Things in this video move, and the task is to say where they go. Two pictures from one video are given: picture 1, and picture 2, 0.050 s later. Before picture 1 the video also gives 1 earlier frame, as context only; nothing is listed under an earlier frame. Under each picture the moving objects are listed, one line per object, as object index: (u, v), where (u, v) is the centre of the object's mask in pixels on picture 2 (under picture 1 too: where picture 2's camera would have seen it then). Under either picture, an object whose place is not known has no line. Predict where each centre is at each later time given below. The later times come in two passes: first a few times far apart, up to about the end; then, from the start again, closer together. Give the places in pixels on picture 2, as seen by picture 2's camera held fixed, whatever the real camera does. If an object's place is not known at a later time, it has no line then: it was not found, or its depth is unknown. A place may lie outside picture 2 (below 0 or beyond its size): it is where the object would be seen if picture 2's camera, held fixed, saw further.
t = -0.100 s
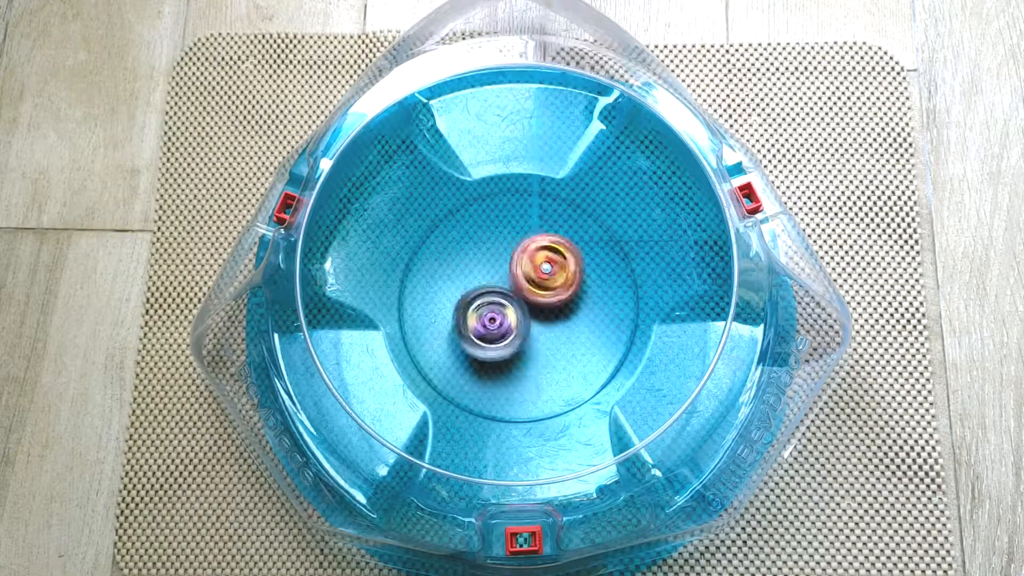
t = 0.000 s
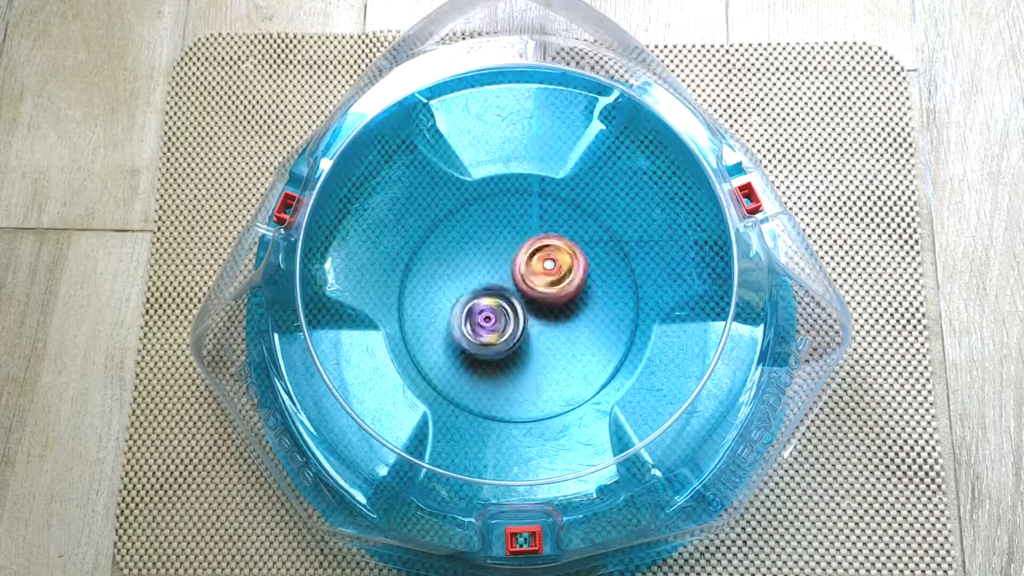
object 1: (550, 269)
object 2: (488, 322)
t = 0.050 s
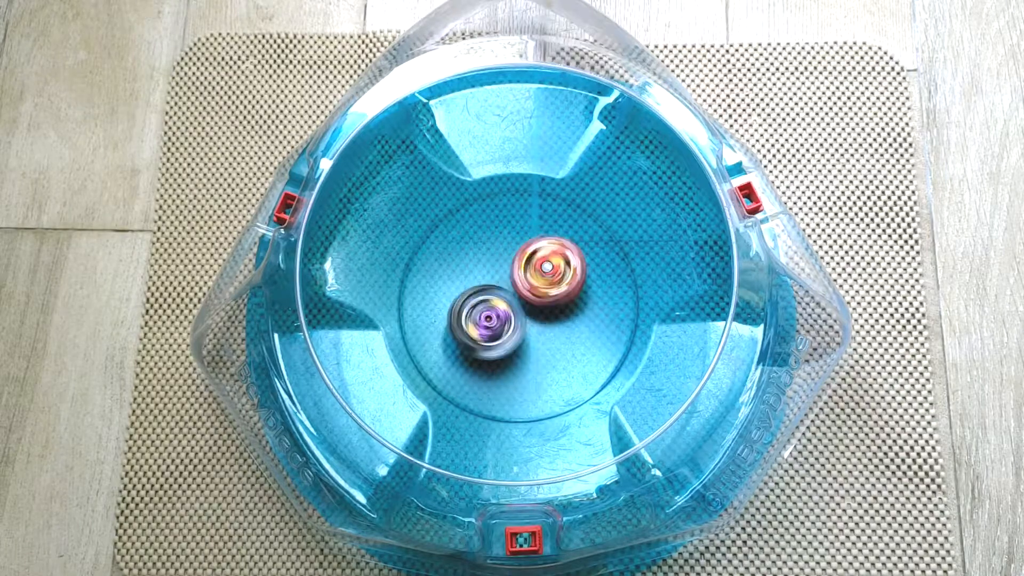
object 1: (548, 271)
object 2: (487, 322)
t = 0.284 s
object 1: (558, 272)
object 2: (484, 315)
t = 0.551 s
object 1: (559, 269)
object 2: (487, 306)
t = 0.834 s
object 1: (559, 280)
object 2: (487, 304)
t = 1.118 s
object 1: (559, 288)
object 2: (482, 303)
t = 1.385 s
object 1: (559, 290)
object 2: (485, 298)
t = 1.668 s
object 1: (560, 299)
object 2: (479, 294)
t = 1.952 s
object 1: (563, 304)
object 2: (487, 291)
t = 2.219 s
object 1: (569, 303)
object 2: (484, 282)
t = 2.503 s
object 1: (576, 316)
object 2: (491, 277)
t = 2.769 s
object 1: (567, 325)
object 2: (496, 286)
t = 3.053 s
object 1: (554, 332)
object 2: (493, 278)
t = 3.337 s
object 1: (558, 353)
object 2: (496, 275)
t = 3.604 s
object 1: (550, 343)
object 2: (494, 288)
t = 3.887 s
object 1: (547, 326)
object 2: (476, 273)
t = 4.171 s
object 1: (556, 299)
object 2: (482, 280)
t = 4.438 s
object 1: (562, 298)
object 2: (495, 302)
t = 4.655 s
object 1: (564, 300)
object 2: (495, 301)
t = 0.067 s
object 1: (549, 272)
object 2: (489, 321)
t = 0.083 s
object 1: (549, 272)
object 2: (490, 321)
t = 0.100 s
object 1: (549, 274)
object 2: (489, 321)
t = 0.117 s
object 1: (551, 275)
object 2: (489, 319)
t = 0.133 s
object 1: (552, 275)
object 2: (489, 319)
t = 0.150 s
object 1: (555, 273)
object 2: (488, 319)
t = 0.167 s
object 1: (557, 272)
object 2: (487, 319)
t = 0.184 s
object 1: (559, 269)
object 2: (484, 320)
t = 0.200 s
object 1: (559, 269)
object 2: (484, 318)
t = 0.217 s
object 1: (559, 269)
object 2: (483, 319)
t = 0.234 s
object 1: (559, 269)
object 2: (484, 318)
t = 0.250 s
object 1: (558, 269)
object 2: (484, 318)
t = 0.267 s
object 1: (557, 270)
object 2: (483, 318)
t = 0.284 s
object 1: (558, 272)
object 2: (484, 315)
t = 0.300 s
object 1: (558, 272)
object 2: (485, 315)
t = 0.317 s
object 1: (558, 273)
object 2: (487, 314)
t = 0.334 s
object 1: (558, 273)
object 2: (489, 314)
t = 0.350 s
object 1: (558, 274)
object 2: (488, 313)
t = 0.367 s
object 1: (558, 275)
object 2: (489, 312)
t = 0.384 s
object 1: (558, 274)
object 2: (491, 311)
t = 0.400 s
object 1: (558, 273)
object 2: (491, 310)
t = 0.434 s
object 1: (559, 273)
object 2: (491, 310)
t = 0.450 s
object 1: (560, 273)
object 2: (488, 310)
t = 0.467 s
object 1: (560, 272)
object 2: (489, 307)
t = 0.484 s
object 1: (560, 270)
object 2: (490, 307)
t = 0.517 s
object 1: (561, 268)
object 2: (489, 309)
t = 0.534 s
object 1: (560, 268)
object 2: (487, 308)
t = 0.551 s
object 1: (559, 269)
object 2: (487, 306)
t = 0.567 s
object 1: (557, 269)
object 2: (488, 306)
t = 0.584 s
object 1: (557, 270)
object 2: (490, 307)
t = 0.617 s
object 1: (556, 273)
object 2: (487, 306)
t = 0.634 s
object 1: (556, 274)
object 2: (488, 306)
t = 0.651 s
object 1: (558, 275)
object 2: (489, 305)
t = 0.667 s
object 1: (559, 275)
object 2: (488, 305)
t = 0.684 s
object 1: (560, 275)
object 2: (486, 306)
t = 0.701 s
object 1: (562, 275)
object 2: (485, 304)
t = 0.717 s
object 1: (562, 275)
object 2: (486, 304)
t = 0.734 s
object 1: (562, 274)
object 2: (486, 304)
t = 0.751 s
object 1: (561, 274)
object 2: (488, 305)
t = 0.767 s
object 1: (560, 275)
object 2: (488, 305)
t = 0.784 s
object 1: (559, 276)
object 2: (486, 305)
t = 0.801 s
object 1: (557, 277)
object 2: (487, 305)
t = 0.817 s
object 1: (558, 279)
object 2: (487, 305)
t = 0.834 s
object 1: (559, 280)
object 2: (487, 304)
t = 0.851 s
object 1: (560, 281)
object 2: (486, 305)
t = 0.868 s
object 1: (560, 282)
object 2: (484, 305)
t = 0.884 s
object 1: (561, 282)
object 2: (485, 303)
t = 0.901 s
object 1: (561, 282)
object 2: (485, 303)
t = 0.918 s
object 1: (561, 282)
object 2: (485, 304)
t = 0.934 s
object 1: (561, 282)
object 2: (486, 305)
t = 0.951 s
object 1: (562, 281)
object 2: (482, 305)
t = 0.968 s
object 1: (562, 282)
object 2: (480, 304)
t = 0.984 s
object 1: (562, 281)
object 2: (481, 303)
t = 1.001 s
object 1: (561, 282)
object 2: (481, 302)
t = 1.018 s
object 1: (561, 282)
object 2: (482, 303)
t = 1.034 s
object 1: (560, 282)
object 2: (482, 304)
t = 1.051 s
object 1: (559, 283)
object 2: (480, 303)
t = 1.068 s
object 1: (559, 284)
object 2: (482, 304)
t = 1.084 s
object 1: (558, 285)
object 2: (480, 303)
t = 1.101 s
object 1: (558, 286)
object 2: (482, 303)
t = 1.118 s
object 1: (559, 288)
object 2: (482, 303)
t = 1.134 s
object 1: (559, 289)
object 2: (482, 303)
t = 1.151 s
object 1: (560, 288)
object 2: (483, 301)
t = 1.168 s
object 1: (561, 289)
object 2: (483, 301)
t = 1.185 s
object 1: (562, 288)
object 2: (484, 301)
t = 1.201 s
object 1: (562, 288)
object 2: (485, 301)
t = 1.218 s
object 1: (563, 287)
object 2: (482, 301)
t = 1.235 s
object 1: (564, 287)
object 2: (481, 300)
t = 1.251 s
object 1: (564, 286)
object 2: (482, 299)
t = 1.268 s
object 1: (563, 285)
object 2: (484, 298)
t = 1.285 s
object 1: (562, 285)
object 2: (486, 300)
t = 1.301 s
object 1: (561, 285)
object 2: (485, 300)
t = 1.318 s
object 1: (560, 286)
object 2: (484, 300)
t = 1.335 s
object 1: (558, 287)
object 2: (484, 298)
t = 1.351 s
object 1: (558, 287)
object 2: (484, 299)
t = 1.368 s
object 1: (559, 289)
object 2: (485, 298)
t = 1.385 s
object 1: (559, 290)
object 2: (485, 298)
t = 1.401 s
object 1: (559, 291)
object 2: (483, 298)
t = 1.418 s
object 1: (561, 293)
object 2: (483, 298)
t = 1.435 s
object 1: (561, 292)
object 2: (483, 297)
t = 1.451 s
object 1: (562, 292)
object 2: (484, 296)
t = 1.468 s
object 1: (563, 292)
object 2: (484, 296)
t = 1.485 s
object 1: (565, 292)
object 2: (482, 297)
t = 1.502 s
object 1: (567, 291)
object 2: (478, 297)
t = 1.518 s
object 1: (567, 290)
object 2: (477, 295)
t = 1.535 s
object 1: (566, 290)
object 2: (478, 294)
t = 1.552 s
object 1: (565, 290)
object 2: (479, 294)
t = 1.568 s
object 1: (564, 291)
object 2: (480, 294)
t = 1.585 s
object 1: (562, 291)
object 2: (479, 296)
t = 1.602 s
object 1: (561, 292)
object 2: (476, 296)
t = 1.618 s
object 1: (560, 294)
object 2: (478, 294)
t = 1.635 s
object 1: (560, 295)
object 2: (477, 295)
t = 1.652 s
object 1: (559, 296)
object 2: (478, 294)
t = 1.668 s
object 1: (560, 299)
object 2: (479, 294)
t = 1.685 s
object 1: (561, 300)
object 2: (479, 294)
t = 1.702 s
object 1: (561, 300)
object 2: (480, 292)
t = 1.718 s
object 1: (560, 301)
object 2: (482, 292)
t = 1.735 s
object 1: (562, 301)
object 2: (482, 293)
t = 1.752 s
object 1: (564, 300)
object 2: (482, 292)
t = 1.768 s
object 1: (564, 300)
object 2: (482, 292)
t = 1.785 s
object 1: (564, 299)
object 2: (481, 293)
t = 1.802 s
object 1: (563, 300)
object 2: (481, 289)
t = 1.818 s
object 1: (562, 300)
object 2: (483, 291)
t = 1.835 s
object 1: (562, 300)
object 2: (484, 291)
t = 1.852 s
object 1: (562, 301)
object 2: (484, 291)
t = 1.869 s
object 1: (562, 303)
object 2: (484, 291)
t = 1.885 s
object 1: (562, 303)
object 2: (482, 291)
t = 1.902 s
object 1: (562, 303)
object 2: (482, 289)
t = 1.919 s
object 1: (562, 304)
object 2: (483, 290)
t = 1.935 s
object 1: (562, 303)
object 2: (485, 289)
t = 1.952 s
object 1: (563, 304)
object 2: (487, 291)
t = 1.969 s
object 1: (563, 303)
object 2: (485, 290)
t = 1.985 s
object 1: (563, 303)
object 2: (483, 290)
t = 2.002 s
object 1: (563, 304)
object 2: (484, 289)
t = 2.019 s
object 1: (562, 303)
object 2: (486, 288)
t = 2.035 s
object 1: (562, 303)
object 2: (487, 288)
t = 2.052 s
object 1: (563, 304)
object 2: (487, 287)
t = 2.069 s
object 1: (563, 304)
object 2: (486, 287)
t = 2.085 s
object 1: (563, 303)
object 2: (485, 287)
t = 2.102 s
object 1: (563, 304)
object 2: (485, 285)
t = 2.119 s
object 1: (563, 305)
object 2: (487, 285)
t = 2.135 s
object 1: (563, 304)
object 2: (488, 286)
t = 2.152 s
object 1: (564, 306)
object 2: (488, 286)
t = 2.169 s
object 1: (566, 306)
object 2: (486, 286)
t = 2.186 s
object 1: (567, 305)
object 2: (484, 285)
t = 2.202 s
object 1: (568, 305)
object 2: (483, 283)
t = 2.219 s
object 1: (569, 303)
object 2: (484, 282)
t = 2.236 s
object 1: (568, 302)
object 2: (486, 281)
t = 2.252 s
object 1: (567, 302)
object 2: (488, 282)
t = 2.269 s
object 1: (566, 302)
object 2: (489, 283)
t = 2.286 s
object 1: (563, 300)
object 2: (488, 284)
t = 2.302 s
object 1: (561, 300)
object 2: (488, 284)
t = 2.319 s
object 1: (559, 301)
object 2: (489, 284)
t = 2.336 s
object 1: (558, 303)
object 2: (489, 285)
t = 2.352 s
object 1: (559, 305)
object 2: (488, 284)
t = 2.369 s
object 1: (560, 305)
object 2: (488, 283)
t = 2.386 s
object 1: (561, 307)
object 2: (489, 282)
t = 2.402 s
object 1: (562, 307)
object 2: (490, 282)
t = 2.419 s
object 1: (564, 308)
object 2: (490, 280)
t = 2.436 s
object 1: (569, 309)
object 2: (490, 278)
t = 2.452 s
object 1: (572, 311)
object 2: (489, 278)
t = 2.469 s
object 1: (574, 312)
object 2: (489, 277)
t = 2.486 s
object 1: (574, 314)
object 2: (490, 277)
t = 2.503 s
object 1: (576, 316)
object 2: (491, 277)
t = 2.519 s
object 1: (576, 317)
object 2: (490, 278)
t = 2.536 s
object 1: (577, 317)
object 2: (491, 277)
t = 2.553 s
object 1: (577, 318)
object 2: (492, 279)
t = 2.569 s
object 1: (578, 318)
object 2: (492, 281)
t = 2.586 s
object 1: (578, 319)
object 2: (492, 281)
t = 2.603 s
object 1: (578, 318)
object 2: (491, 281)
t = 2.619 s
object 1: (577, 319)
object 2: (491, 281)
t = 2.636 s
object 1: (577, 318)
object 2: (489, 281)
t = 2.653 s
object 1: (576, 318)
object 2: (489, 280)
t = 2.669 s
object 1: (575, 318)
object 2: (491, 279)
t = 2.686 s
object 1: (574, 319)
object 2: (492, 280)
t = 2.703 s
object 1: (572, 319)
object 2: (494, 280)
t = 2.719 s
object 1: (570, 320)
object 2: (497, 281)
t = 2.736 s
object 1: (568, 321)
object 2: (499, 284)
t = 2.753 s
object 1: (567, 323)
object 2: (499, 285)
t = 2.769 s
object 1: (567, 325)
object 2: (496, 286)
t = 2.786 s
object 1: (566, 325)
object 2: (496, 285)
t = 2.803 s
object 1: (565, 325)
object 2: (496, 287)
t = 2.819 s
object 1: (564, 325)
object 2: (495, 286)
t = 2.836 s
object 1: (562, 324)
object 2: (496, 285)
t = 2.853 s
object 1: (561, 324)
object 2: (497, 285)
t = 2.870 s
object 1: (559, 324)
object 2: (496, 285)
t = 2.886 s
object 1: (559, 324)
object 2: (495, 284)
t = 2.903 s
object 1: (557, 325)
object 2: (496, 282)
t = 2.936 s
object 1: (557, 326)
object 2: (495, 280)
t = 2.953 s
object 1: (556, 328)
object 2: (495, 278)
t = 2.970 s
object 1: (556, 329)
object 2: (494, 279)
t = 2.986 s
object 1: (556, 329)
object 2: (493, 279)
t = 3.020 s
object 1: (555, 331)
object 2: (493, 279)
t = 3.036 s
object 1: (555, 332)
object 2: (494, 279)
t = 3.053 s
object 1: (554, 332)
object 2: (493, 278)
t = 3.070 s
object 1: (554, 331)
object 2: (492, 277)
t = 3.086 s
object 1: (552, 331)
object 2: (492, 276)
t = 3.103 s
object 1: (552, 331)
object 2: (492, 275)
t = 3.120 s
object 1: (550, 331)
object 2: (491, 275)
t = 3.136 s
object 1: (550, 331)
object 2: (493, 273)
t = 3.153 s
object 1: (550, 331)
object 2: (494, 273)
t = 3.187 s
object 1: (549, 332)
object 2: (499, 274)
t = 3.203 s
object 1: (548, 333)
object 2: (500, 276)
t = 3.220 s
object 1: (549, 334)
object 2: (499, 277)
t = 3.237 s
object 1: (551, 336)
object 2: (499, 275)
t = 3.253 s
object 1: (555, 340)
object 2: (497, 276)
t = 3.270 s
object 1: (557, 344)
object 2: (497, 274)
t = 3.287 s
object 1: (559, 347)
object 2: (497, 274)
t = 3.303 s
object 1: (559, 349)
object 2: (497, 274)
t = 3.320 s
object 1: (559, 351)
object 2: (499, 274)
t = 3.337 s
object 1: (558, 353)
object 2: (496, 275)
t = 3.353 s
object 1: (557, 355)
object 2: (497, 276)
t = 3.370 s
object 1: (557, 356)
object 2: (497, 274)
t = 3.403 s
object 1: (556, 356)
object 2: (505, 277)
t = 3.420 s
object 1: (555, 355)
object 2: (506, 281)
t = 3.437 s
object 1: (553, 354)
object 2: (504, 284)
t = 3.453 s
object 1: (553, 353)
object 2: (504, 286)
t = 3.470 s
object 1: (552, 353)
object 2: (504, 287)
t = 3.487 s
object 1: (551, 351)
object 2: (503, 289)
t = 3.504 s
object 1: (551, 349)
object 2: (496, 290)
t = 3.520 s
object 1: (551, 349)
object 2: (495, 290)
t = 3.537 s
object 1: (550, 347)
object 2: (497, 291)
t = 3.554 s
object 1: (549, 345)
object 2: (497, 291)
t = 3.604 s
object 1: (550, 343)
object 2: (494, 288)
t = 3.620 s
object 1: (554, 345)
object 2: (490, 285)
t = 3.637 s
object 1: (557, 347)
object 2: (488, 281)
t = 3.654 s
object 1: (560, 348)
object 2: (486, 280)
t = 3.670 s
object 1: (564, 348)
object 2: (482, 280)
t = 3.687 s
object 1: (565, 346)
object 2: (478, 275)
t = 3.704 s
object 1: (567, 345)
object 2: (475, 276)
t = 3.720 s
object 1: (566, 343)
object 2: (473, 276)
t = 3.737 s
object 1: (566, 341)
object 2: (474, 274)
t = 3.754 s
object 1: (564, 340)
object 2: (473, 273)
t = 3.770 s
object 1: (562, 338)
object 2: (474, 271)
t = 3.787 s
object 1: (559, 336)
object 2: (475, 270)
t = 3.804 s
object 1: (556, 334)
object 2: (476, 270)
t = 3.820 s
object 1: (554, 333)
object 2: (476, 271)
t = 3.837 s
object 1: (552, 331)
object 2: (476, 272)
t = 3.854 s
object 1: (550, 330)
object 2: (476, 273)
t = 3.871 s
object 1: (548, 328)
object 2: (476, 273)
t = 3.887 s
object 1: (547, 326)
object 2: (476, 273)
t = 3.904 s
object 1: (545, 324)
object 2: (476, 274)
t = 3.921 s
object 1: (544, 321)
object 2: (476, 273)
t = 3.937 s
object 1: (541, 318)
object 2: (476, 273)
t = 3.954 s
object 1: (540, 315)
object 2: (477, 273)
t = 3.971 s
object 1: (538, 312)
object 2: (478, 273)
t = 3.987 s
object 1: (539, 312)
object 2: (477, 273)
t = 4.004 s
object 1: (542, 311)
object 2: (477, 273)
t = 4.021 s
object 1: (545, 310)
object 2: (477, 272)
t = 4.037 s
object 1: (548, 308)
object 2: (476, 271)
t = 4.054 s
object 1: (549, 307)
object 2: (475, 270)
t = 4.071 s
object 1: (551, 306)
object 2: (475, 272)
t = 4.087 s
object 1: (553, 306)
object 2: (475, 274)
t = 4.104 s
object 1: (555, 305)
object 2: (476, 275)
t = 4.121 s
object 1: (555, 303)
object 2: (477, 277)
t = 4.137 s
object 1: (556, 301)
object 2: (479, 277)
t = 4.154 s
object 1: (556, 300)
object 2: (480, 278)
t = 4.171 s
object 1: (556, 299)
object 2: (482, 280)
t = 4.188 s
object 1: (555, 298)
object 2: (485, 281)
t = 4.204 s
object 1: (555, 296)
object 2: (488, 284)
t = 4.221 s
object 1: (556, 296)
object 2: (489, 286)
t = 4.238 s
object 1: (556, 295)
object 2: (489, 288)
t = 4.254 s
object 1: (557, 295)
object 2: (490, 291)
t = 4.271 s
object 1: (557, 295)
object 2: (491, 293)
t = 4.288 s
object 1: (558, 295)
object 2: (491, 295)
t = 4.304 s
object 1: (559, 295)
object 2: (492, 296)
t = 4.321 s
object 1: (559, 296)
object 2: (493, 299)
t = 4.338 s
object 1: (559, 295)
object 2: (493, 299)
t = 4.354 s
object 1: (560, 295)
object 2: (494, 301)
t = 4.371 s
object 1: (560, 296)
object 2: (494, 302)
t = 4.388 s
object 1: (560, 296)
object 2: (495, 301)
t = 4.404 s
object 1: (561, 297)
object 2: (495, 301)
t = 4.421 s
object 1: (561, 297)
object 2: (496, 301)
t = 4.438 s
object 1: (562, 298)
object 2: (495, 302)
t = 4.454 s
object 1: (562, 299)
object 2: (494, 301)
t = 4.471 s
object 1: (563, 300)
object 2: (494, 302)
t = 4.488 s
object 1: (563, 300)
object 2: (494, 302)
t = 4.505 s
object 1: (564, 300)
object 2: (494, 301)
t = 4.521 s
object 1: (564, 300)
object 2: (494, 301)
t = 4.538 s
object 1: (564, 300)
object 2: (495, 301)
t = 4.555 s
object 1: (564, 300)
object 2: (495, 301)
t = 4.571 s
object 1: (564, 300)
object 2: (495, 301)
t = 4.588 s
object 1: (564, 300)
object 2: (495, 301)
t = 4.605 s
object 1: (564, 300)
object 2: (495, 301)
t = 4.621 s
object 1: (564, 300)
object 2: (495, 301)
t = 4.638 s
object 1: (564, 300)
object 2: (495, 301)
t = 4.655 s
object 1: (564, 300)
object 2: (495, 301)
